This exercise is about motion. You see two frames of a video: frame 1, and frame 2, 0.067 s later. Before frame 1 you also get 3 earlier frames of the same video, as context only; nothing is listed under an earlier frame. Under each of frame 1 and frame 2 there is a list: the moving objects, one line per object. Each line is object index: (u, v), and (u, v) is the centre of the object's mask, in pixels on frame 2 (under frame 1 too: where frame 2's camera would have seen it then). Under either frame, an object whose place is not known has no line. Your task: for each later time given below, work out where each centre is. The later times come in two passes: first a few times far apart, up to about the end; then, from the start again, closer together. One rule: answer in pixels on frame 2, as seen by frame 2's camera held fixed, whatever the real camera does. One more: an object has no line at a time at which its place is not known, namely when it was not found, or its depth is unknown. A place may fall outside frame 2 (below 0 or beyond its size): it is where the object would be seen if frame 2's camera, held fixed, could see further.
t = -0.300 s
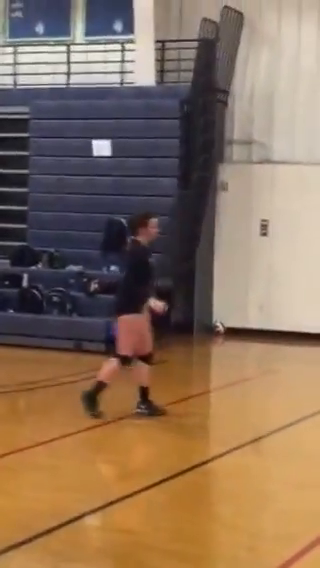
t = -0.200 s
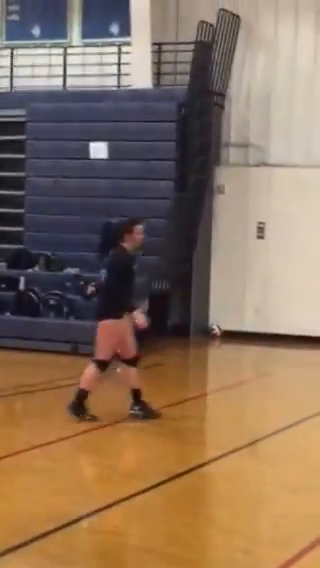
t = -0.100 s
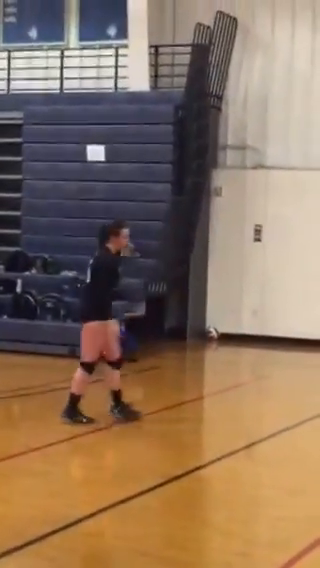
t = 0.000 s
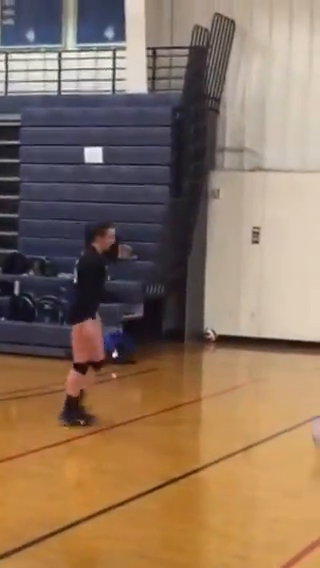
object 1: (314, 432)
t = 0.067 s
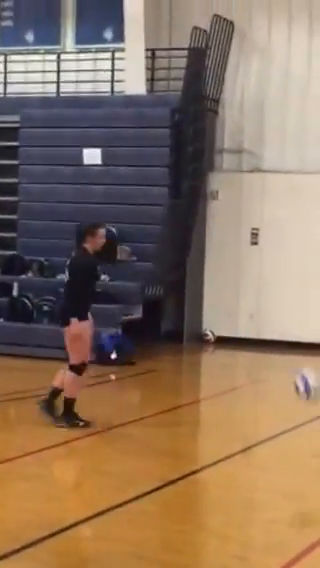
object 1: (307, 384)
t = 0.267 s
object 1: (259, 275)
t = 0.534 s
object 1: (195, 208)
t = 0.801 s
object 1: (133, 233)
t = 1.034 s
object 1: (78, 323)
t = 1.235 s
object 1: (34, 404)
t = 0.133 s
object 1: (292, 343)
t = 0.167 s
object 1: (282, 325)
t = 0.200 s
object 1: (277, 309)
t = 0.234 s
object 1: (268, 289)
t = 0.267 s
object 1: (259, 275)
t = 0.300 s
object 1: (251, 263)
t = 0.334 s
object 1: (243, 248)
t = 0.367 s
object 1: (236, 239)
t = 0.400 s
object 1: (228, 230)
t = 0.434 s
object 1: (220, 223)
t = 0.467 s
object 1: (212, 215)
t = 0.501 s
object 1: (203, 211)
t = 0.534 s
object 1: (195, 208)
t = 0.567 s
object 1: (188, 208)
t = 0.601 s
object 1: (180, 208)
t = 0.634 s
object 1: (172, 209)
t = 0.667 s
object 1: (165, 211)
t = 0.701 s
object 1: (157, 214)
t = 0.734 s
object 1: (148, 219)
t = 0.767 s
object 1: (141, 226)
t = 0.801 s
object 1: (133, 233)
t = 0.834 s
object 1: (124, 242)
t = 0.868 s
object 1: (118, 254)
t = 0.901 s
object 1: (108, 266)
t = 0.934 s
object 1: (101, 280)
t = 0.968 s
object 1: (94, 292)
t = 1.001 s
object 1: (86, 308)
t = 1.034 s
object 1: (78, 323)
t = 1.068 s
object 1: (70, 343)
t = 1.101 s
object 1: (62, 361)
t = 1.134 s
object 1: (54, 382)
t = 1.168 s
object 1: (46, 403)
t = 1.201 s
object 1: (41, 422)
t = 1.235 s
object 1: (34, 404)
